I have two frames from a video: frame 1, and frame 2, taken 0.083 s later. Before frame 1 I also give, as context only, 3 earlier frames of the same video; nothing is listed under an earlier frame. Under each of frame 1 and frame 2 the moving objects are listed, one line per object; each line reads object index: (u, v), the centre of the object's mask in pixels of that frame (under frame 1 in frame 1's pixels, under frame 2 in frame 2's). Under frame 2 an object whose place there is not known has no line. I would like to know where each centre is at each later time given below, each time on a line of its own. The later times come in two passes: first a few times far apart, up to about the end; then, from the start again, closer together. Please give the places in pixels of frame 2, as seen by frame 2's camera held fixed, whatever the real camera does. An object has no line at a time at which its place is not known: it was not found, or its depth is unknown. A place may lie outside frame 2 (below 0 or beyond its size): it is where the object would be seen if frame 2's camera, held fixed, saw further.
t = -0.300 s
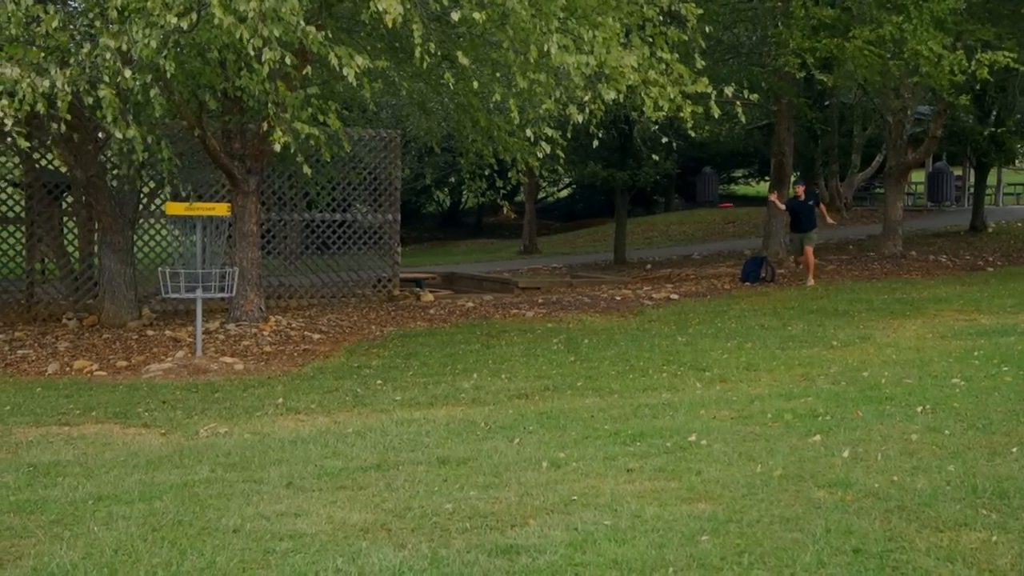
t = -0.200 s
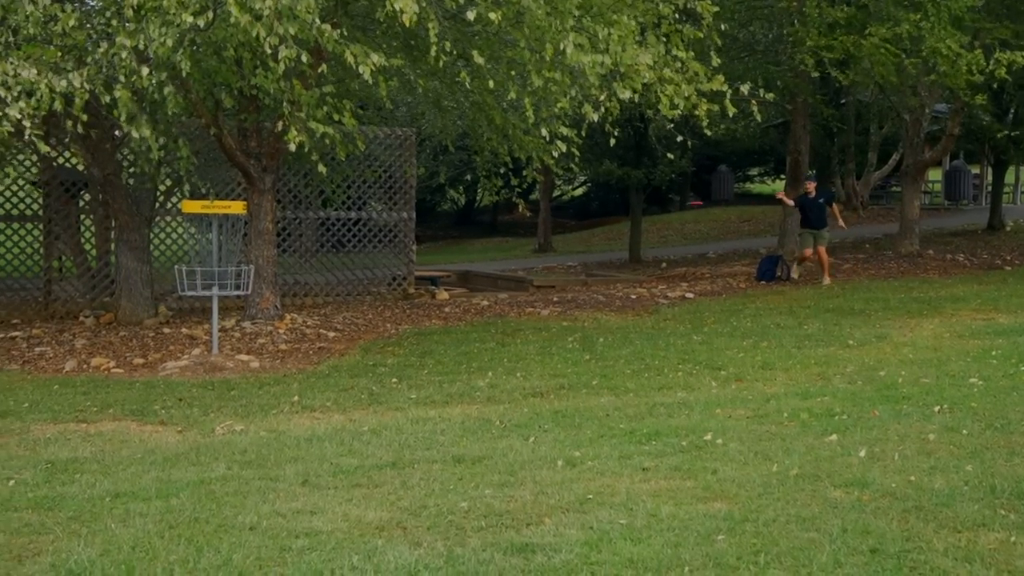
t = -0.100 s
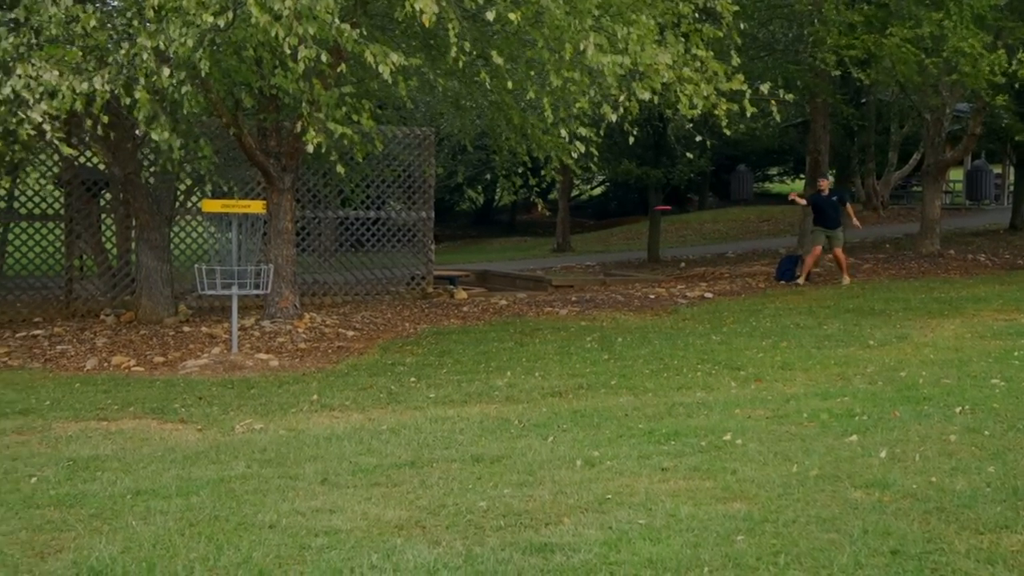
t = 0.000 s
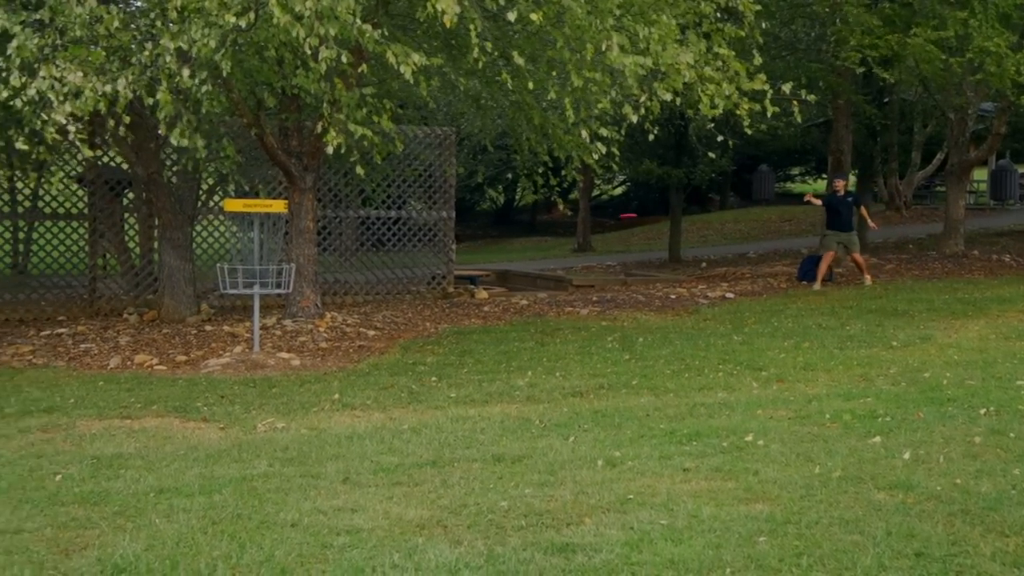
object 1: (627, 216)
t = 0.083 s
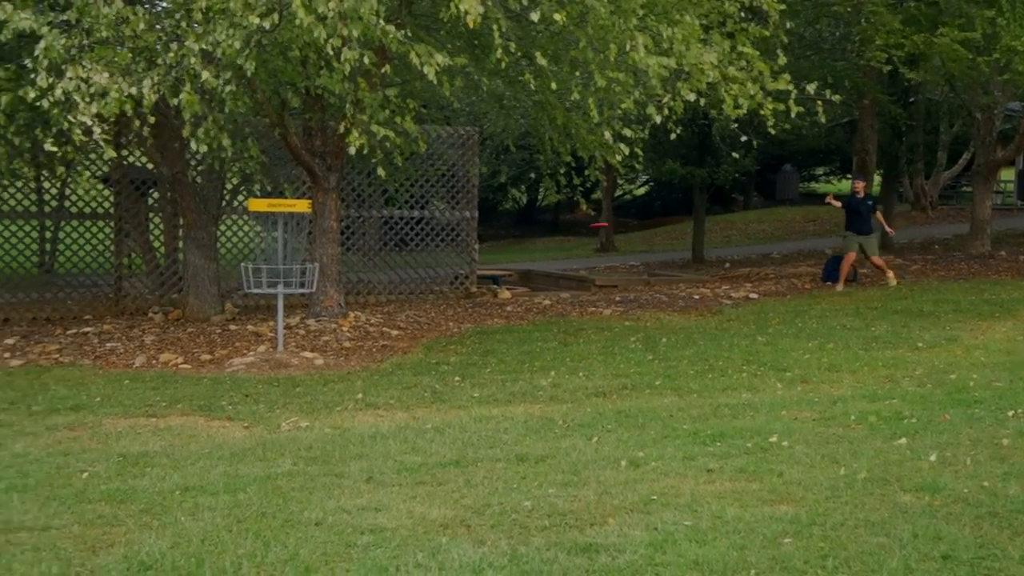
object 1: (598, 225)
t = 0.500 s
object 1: (353, 295)
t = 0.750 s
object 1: (493, 362)
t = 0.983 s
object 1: (542, 359)
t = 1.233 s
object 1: (550, 359)
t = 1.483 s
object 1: (550, 359)
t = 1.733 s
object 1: (550, 359)
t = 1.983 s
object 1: (550, 359)
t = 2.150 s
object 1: (550, 359)
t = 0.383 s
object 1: (378, 273)
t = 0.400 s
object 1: (363, 277)
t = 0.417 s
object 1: (349, 281)
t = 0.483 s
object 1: (343, 292)
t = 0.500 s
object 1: (353, 295)
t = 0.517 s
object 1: (362, 299)
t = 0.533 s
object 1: (372, 302)
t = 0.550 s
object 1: (381, 306)
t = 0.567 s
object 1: (390, 309)
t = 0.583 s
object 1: (399, 313)
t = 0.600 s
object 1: (410, 318)
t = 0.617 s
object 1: (419, 323)
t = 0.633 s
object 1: (429, 328)
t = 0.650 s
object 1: (439, 333)
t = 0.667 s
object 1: (447, 338)
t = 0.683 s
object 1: (457, 344)
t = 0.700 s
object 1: (467, 350)
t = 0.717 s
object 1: (476, 356)
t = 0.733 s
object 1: (484, 360)
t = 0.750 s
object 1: (493, 362)
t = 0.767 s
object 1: (498, 361)
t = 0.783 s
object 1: (502, 361)
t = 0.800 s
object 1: (507, 359)
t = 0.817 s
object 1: (511, 358)
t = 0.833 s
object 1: (515, 358)
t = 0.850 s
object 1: (518, 358)
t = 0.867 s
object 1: (521, 358)
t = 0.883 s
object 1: (525, 358)
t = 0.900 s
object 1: (527, 358)
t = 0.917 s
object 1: (530, 358)
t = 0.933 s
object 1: (533, 358)
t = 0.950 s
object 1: (537, 359)
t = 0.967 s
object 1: (540, 359)
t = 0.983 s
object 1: (542, 359)
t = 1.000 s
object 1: (544, 359)
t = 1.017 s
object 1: (546, 360)
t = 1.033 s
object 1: (547, 360)
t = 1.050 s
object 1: (548, 360)
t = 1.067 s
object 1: (549, 360)
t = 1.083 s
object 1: (549, 360)
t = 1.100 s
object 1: (550, 359)
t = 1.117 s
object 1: (550, 359)
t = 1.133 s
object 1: (550, 359)
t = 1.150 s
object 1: (550, 359)
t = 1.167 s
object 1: (550, 359)
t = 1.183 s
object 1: (550, 359)
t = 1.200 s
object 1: (550, 359)
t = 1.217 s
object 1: (550, 359)
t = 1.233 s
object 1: (550, 359)
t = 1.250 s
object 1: (550, 359)
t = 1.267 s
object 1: (550, 359)
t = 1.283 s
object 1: (550, 359)
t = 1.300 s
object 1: (550, 359)
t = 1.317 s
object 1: (550, 359)
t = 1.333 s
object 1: (550, 359)
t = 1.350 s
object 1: (550, 359)
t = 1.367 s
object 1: (550, 359)
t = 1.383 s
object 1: (550, 359)
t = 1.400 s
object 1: (550, 359)
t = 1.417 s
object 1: (550, 359)
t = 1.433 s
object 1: (550, 359)
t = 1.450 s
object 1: (550, 359)
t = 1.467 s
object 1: (550, 359)
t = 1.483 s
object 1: (550, 359)
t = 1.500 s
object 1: (550, 359)
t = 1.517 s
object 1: (550, 359)
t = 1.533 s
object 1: (550, 359)
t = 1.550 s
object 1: (550, 359)
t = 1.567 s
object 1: (550, 359)
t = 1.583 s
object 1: (550, 359)
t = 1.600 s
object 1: (550, 359)
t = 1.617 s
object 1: (550, 359)
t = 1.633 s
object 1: (550, 359)
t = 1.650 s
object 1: (550, 359)
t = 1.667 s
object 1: (550, 359)
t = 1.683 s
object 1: (550, 359)
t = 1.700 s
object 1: (550, 359)
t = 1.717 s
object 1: (550, 359)
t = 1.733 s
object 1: (550, 359)
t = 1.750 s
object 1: (550, 359)
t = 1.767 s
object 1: (550, 359)
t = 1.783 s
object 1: (550, 359)
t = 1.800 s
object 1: (550, 359)
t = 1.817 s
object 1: (550, 359)
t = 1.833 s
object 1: (550, 359)
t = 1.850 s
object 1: (550, 359)
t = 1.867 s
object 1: (550, 359)
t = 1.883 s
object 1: (550, 359)
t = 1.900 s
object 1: (550, 359)
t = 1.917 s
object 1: (550, 359)
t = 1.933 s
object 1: (550, 359)
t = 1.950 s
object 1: (550, 359)
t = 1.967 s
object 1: (550, 359)
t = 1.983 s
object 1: (550, 359)
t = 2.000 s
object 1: (550, 359)
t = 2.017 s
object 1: (550, 359)
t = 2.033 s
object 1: (550, 359)
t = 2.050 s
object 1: (550, 359)
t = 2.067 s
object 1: (550, 359)
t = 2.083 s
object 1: (550, 359)
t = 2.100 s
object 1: (550, 359)
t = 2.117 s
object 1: (550, 359)
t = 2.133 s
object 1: (550, 359)
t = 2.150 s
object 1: (550, 359)
